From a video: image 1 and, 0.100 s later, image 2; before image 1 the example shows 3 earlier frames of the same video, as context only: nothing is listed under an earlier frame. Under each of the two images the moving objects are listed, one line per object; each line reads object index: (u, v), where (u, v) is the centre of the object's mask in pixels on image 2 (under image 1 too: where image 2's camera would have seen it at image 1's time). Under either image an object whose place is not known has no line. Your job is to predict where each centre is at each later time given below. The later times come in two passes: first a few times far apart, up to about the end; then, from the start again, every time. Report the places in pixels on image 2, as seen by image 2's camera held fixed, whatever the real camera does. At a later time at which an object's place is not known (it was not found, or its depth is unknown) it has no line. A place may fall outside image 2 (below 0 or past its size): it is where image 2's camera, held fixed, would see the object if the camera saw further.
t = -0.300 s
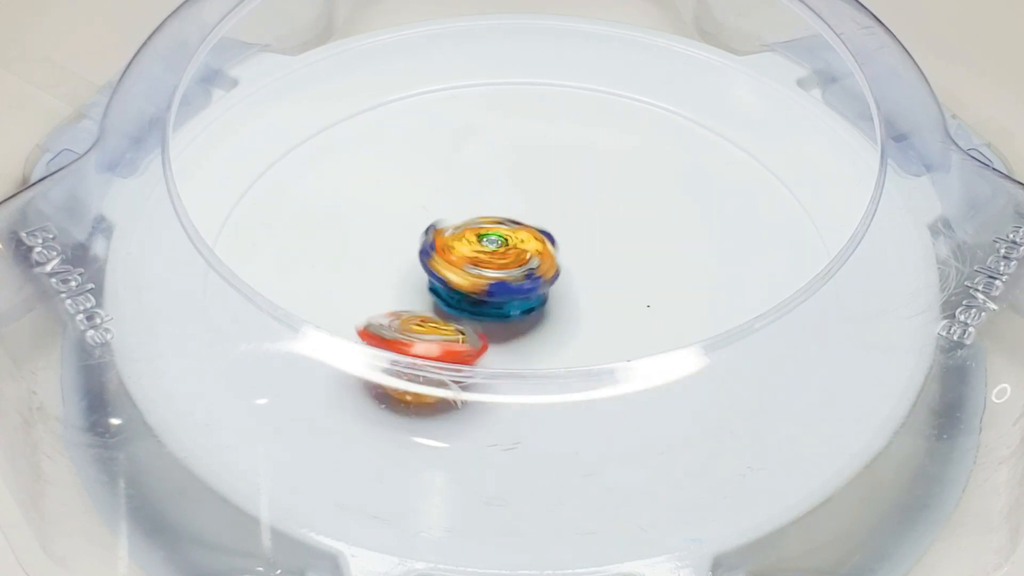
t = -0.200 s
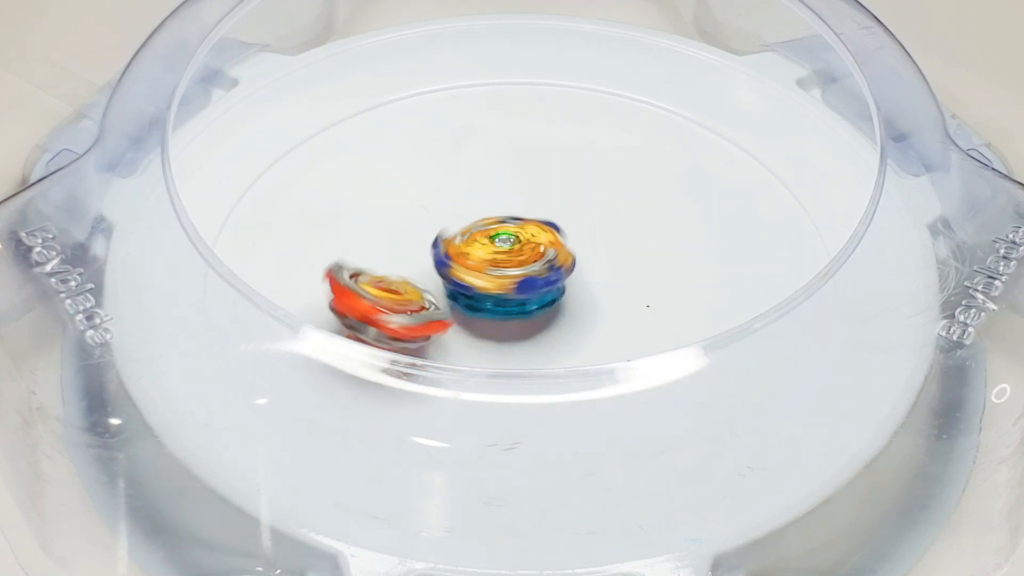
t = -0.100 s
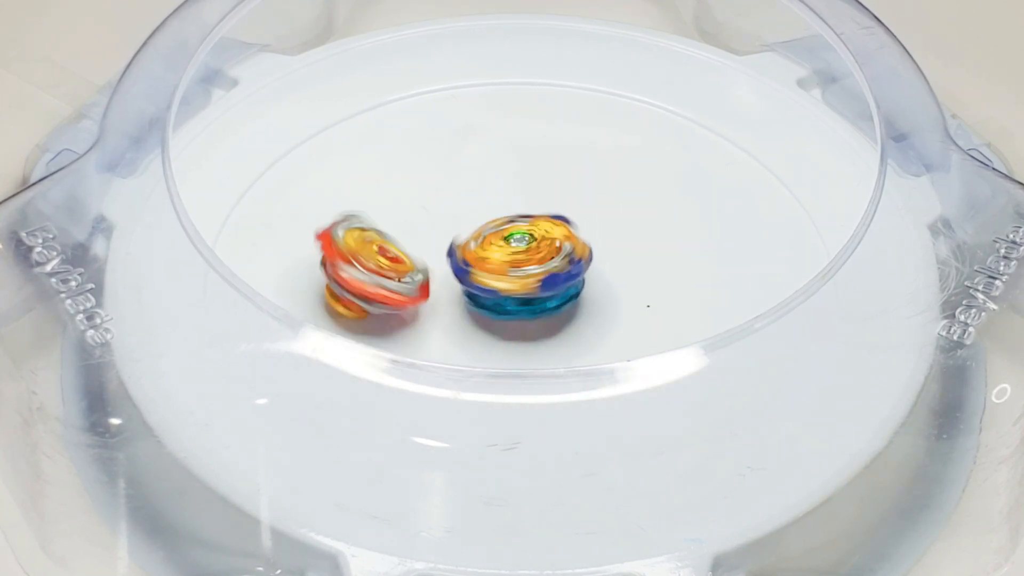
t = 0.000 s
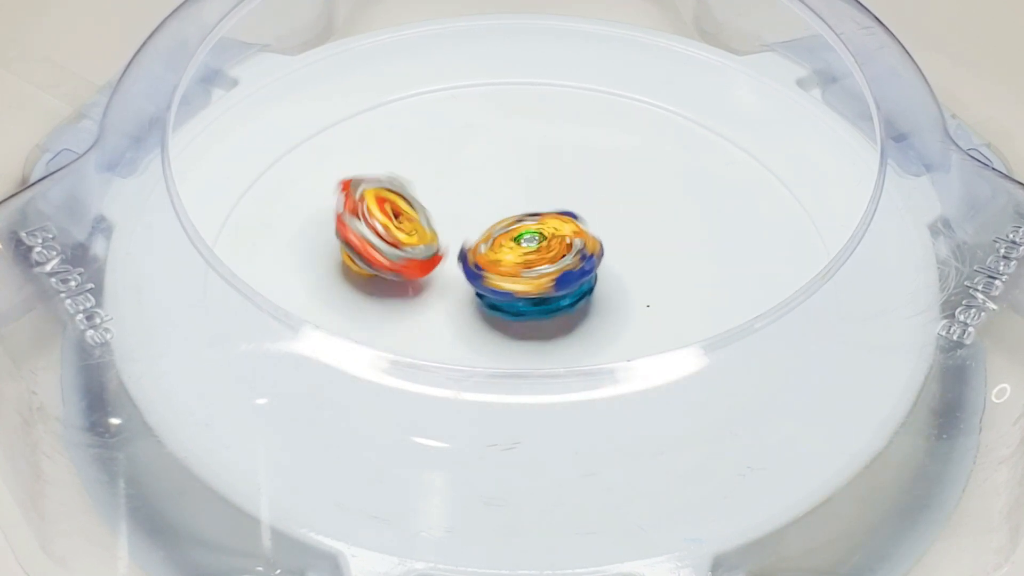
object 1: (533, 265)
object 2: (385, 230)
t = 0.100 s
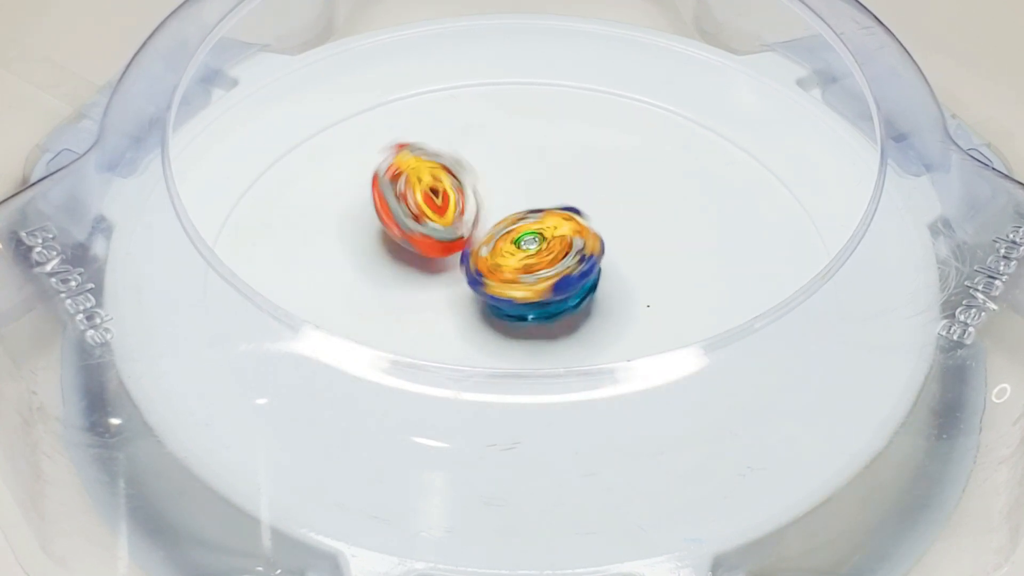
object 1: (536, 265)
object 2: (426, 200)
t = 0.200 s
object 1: (536, 269)
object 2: (477, 177)
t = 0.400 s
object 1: (545, 288)
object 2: (592, 185)
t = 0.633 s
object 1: (484, 367)
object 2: (670, 222)
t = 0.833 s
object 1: (483, 342)
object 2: (608, 324)
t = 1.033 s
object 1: (389, 303)
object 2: (604, 347)
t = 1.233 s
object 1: (420, 261)
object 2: (509, 328)
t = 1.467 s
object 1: (476, 160)
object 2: (540, 306)
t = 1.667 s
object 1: (535, 176)
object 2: (576, 267)
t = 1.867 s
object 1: (519, 202)
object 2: (603, 363)
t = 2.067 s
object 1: (491, 266)
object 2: (564, 415)
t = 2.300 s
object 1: (427, 306)
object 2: (548, 360)
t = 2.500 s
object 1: (409, 303)
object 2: (582, 322)
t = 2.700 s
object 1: (457, 285)
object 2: (577, 309)
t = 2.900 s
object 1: (474, 257)
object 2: (599, 311)
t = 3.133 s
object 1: (485, 258)
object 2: (581, 325)
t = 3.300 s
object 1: (479, 256)
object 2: (555, 326)
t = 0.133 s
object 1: (535, 265)
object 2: (443, 192)
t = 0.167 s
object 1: (535, 267)
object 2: (459, 186)
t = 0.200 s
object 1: (536, 269)
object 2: (477, 177)
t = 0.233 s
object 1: (541, 272)
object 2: (496, 174)
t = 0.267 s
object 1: (544, 274)
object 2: (515, 171)
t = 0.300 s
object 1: (546, 276)
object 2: (535, 172)
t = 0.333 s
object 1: (548, 278)
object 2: (554, 176)
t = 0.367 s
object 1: (548, 278)
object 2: (573, 181)
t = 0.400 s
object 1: (545, 288)
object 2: (592, 185)
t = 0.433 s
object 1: (538, 306)
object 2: (614, 179)
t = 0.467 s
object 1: (531, 316)
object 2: (633, 177)
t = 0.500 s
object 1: (521, 325)
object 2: (649, 180)
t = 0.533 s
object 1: (511, 332)
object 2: (659, 188)
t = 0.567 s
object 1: (504, 352)
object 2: (667, 196)
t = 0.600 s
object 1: (494, 364)
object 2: (670, 209)
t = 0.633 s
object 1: (484, 367)
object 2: (670, 222)
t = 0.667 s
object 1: (479, 367)
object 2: (667, 242)
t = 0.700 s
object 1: (478, 367)
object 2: (661, 259)
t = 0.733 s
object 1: (475, 346)
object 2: (651, 278)
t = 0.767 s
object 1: (476, 348)
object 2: (639, 297)
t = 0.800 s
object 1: (479, 363)
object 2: (623, 315)
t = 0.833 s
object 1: (483, 342)
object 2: (608, 324)
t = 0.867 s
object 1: (456, 332)
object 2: (618, 331)
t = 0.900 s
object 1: (432, 326)
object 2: (630, 346)
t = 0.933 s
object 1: (416, 322)
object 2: (631, 358)
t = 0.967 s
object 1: (405, 314)
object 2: (628, 359)
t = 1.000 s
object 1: (394, 307)
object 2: (614, 343)
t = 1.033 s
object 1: (389, 303)
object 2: (604, 347)
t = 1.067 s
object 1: (388, 298)
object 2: (590, 346)
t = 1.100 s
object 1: (390, 290)
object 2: (571, 346)
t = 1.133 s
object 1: (396, 282)
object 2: (555, 343)
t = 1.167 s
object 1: (405, 277)
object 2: (538, 339)
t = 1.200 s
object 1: (413, 272)
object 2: (521, 334)
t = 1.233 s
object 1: (420, 261)
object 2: (509, 328)
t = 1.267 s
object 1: (421, 243)
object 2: (514, 331)
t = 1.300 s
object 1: (421, 224)
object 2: (519, 327)
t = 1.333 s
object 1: (426, 208)
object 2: (521, 326)
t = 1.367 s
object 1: (435, 193)
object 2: (525, 322)
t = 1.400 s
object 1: (448, 179)
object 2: (526, 319)
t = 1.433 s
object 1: (461, 168)
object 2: (532, 314)
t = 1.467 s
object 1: (476, 160)
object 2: (540, 306)
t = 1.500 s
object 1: (489, 157)
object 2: (548, 299)
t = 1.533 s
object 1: (505, 157)
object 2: (553, 293)
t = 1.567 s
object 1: (516, 159)
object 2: (559, 285)
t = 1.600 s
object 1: (525, 165)
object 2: (567, 276)
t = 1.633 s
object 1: (531, 170)
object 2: (573, 272)
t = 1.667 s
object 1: (535, 176)
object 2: (576, 267)
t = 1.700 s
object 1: (538, 181)
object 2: (579, 275)
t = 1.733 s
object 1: (539, 186)
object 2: (582, 295)
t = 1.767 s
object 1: (531, 185)
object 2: (588, 314)
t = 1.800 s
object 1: (526, 186)
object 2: (595, 322)
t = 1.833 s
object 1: (523, 193)
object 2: (600, 344)
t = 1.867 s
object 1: (519, 202)
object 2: (603, 363)
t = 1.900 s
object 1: (513, 209)
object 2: (609, 341)
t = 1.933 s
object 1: (510, 219)
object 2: (605, 348)
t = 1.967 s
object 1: (506, 229)
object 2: (591, 416)
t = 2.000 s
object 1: (502, 242)
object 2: (583, 419)
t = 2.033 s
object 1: (496, 253)
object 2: (569, 415)
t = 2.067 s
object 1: (491, 266)
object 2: (564, 415)
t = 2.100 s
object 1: (486, 279)
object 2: (559, 420)
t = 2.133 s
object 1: (478, 289)
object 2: (528, 359)
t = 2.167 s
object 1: (465, 295)
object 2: (529, 365)
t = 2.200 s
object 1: (453, 298)
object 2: (526, 350)
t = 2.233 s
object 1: (441, 303)
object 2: (535, 345)
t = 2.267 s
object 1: (434, 306)
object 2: (544, 356)
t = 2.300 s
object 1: (427, 306)
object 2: (548, 360)
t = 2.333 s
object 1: (418, 304)
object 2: (560, 355)
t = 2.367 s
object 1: (412, 302)
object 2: (566, 339)
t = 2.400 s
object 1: (409, 301)
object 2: (573, 336)
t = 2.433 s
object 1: (404, 302)
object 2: (580, 324)
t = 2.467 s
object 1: (405, 302)
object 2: (583, 322)
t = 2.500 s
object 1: (409, 303)
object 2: (582, 322)
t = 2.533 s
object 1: (415, 302)
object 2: (583, 323)
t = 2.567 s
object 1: (421, 300)
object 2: (582, 323)
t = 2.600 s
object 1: (430, 298)
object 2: (582, 321)
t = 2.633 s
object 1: (440, 295)
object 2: (577, 318)
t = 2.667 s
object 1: (450, 290)
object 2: (574, 313)
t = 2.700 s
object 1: (457, 285)
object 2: (577, 309)
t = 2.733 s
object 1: (460, 280)
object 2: (583, 307)
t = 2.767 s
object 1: (464, 276)
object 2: (582, 306)
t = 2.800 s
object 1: (466, 270)
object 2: (586, 307)
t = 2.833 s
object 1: (468, 264)
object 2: (592, 308)
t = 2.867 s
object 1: (471, 260)
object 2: (595, 310)
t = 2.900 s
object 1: (474, 257)
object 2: (599, 311)
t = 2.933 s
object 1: (474, 256)
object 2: (599, 316)
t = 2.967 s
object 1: (476, 256)
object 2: (600, 319)
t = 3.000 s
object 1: (477, 256)
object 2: (599, 322)
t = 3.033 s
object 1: (478, 256)
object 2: (594, 327)
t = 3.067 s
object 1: (480, 257)
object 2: (589, 328)
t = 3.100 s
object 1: (483, 257)
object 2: (587, 327)
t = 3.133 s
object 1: (485, 258)
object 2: (581, 325)
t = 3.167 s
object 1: (484, 257)
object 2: (573, 324)
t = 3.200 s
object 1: (483, 257)
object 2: (567, 324)
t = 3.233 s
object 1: (481, 256)
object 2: (563, 325)
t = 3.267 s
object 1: (480, 256)
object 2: (559, 325)
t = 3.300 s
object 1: (479, 256)
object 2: (555, 326)
